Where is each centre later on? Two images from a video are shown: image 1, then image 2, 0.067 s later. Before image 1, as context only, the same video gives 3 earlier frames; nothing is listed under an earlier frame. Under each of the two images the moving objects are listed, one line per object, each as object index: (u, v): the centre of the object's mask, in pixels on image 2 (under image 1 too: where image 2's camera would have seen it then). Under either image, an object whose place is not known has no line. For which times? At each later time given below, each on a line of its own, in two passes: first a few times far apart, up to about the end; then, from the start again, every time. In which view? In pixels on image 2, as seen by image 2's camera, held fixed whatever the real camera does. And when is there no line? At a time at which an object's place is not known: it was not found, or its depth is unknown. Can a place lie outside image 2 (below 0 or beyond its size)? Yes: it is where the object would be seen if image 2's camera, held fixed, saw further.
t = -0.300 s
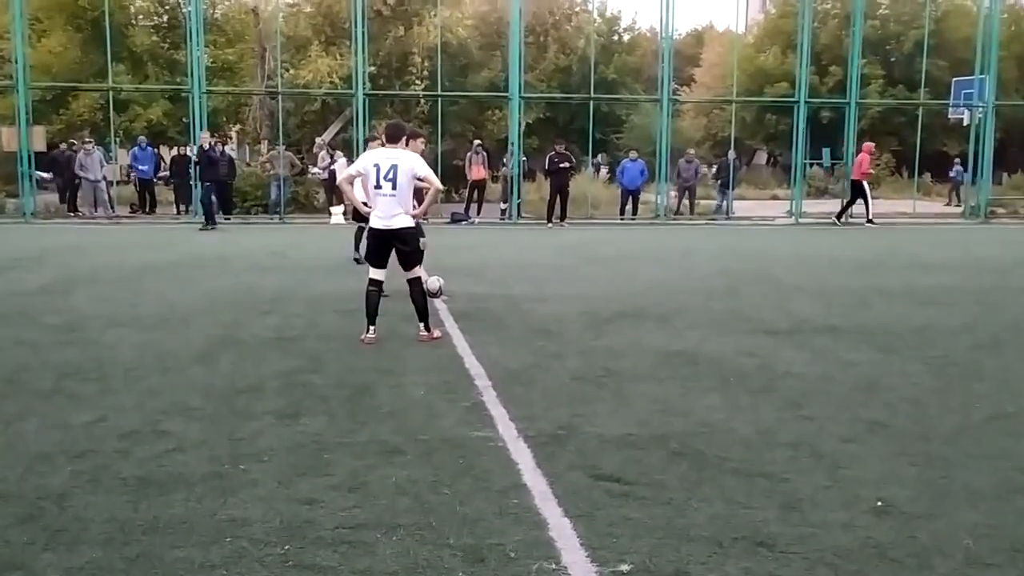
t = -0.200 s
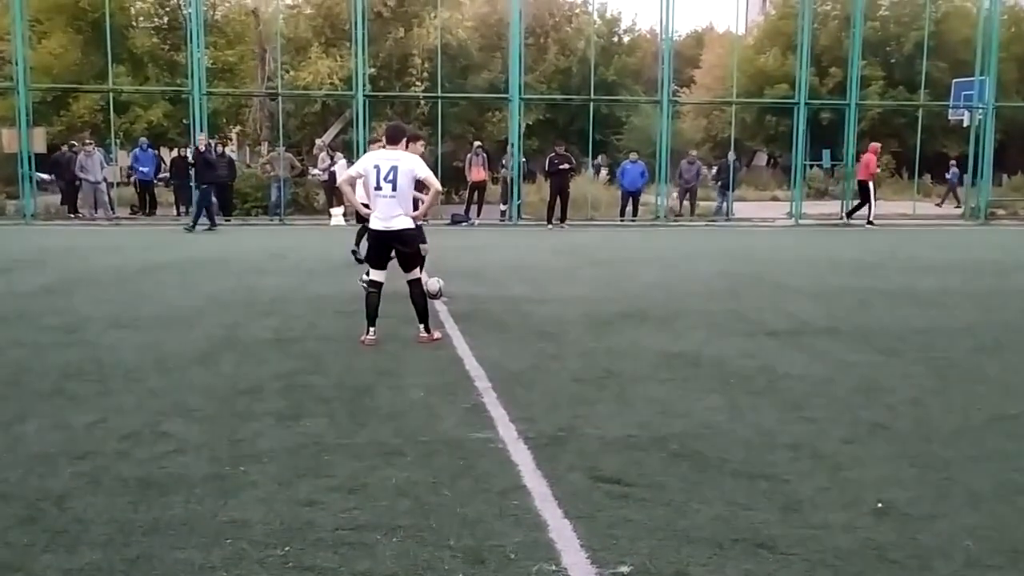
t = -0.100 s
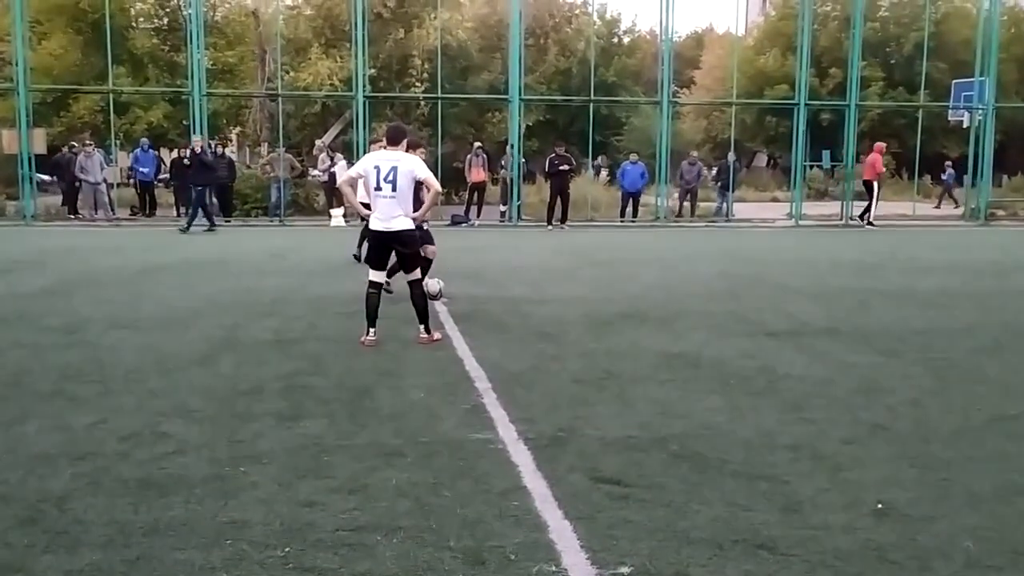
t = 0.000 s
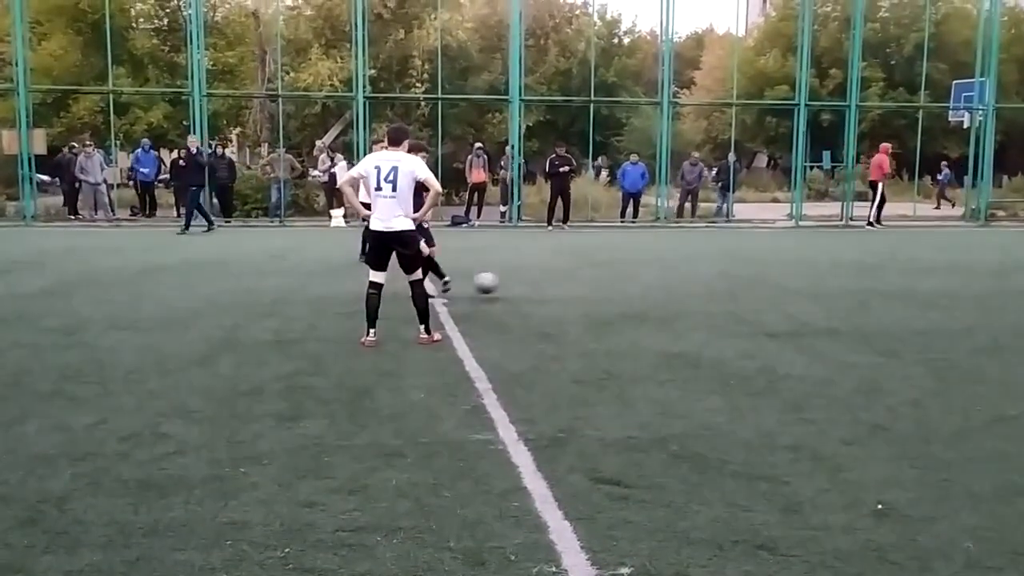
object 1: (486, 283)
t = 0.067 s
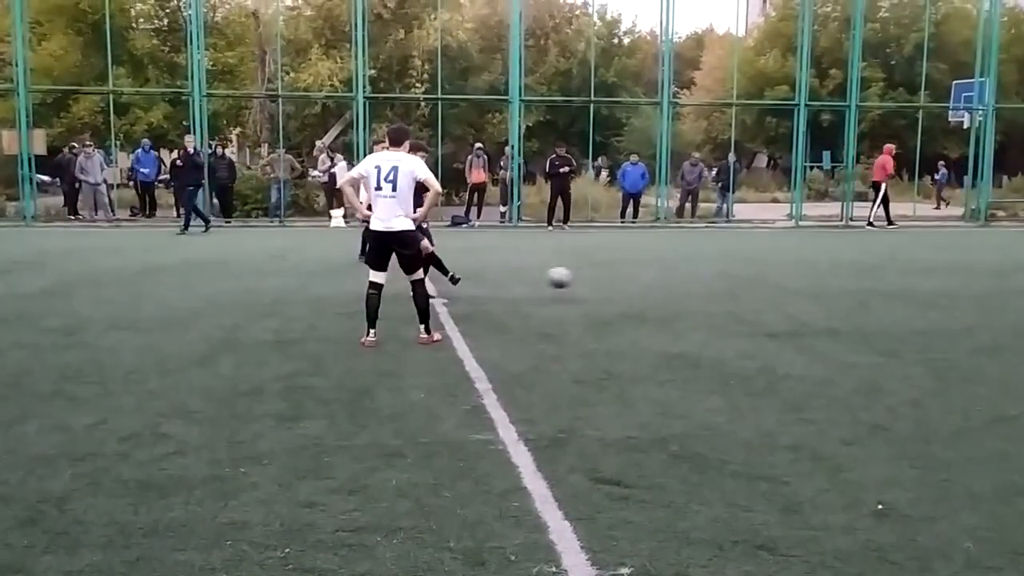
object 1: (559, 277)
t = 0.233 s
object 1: (732, 283)
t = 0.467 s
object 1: (922, 280)
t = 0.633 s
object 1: (1020, 277)
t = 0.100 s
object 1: (594, 277)
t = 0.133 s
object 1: (629, 276)
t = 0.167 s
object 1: (664, 277)
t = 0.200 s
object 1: (698, 280)
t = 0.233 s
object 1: (732, 283)
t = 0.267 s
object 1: (766, 289)
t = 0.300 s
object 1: (793, 286)
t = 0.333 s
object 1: (820, 283)
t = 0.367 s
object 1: (847, 280)
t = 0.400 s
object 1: (872, 279)
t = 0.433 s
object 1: (897, 279)
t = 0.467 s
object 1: (922, 280)
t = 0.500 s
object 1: (945, 282)
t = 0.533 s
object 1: (967, 286)
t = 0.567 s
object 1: (986, 282)
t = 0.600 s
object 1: (1003, 279)
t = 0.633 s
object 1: (1020, 277)
